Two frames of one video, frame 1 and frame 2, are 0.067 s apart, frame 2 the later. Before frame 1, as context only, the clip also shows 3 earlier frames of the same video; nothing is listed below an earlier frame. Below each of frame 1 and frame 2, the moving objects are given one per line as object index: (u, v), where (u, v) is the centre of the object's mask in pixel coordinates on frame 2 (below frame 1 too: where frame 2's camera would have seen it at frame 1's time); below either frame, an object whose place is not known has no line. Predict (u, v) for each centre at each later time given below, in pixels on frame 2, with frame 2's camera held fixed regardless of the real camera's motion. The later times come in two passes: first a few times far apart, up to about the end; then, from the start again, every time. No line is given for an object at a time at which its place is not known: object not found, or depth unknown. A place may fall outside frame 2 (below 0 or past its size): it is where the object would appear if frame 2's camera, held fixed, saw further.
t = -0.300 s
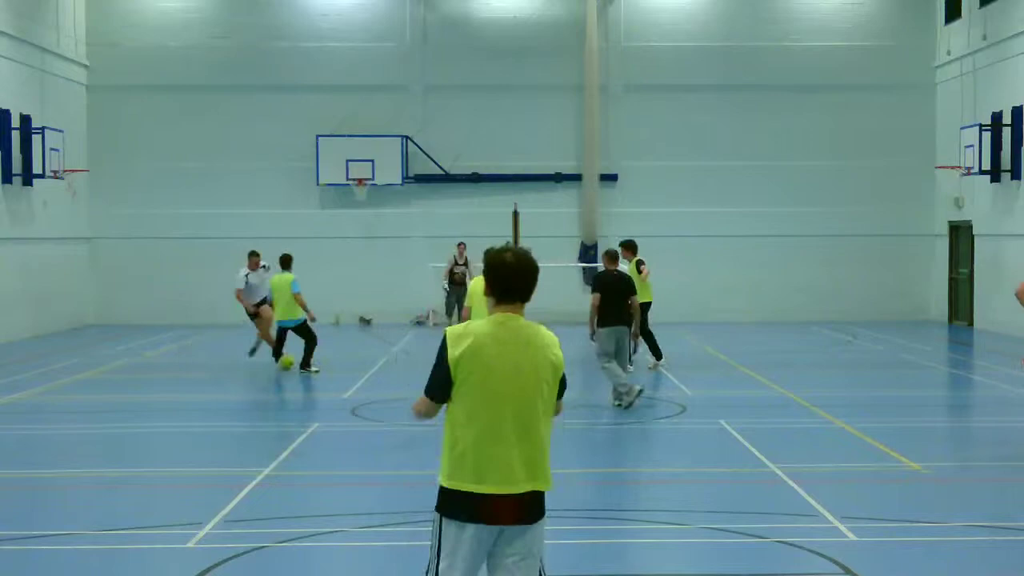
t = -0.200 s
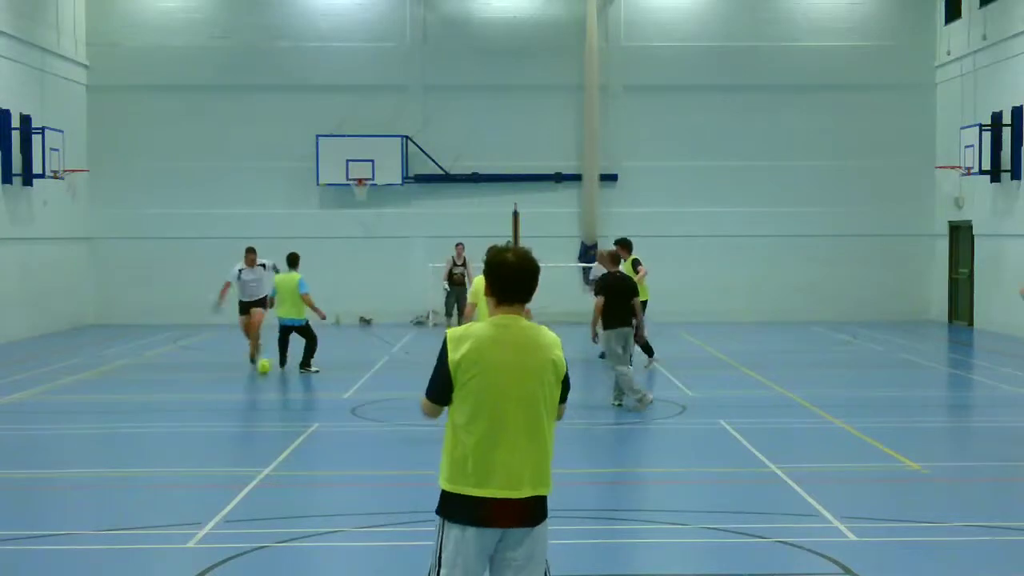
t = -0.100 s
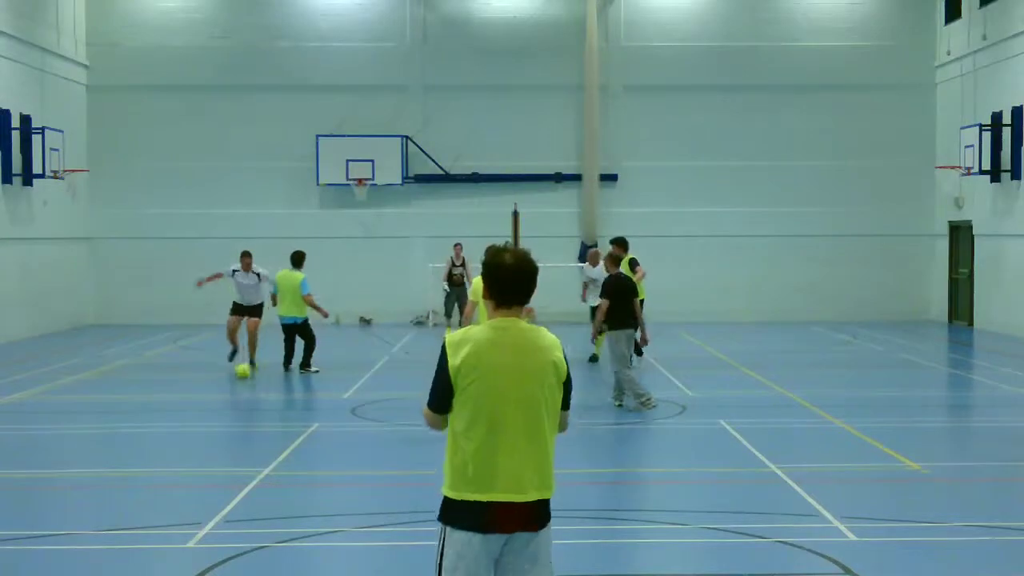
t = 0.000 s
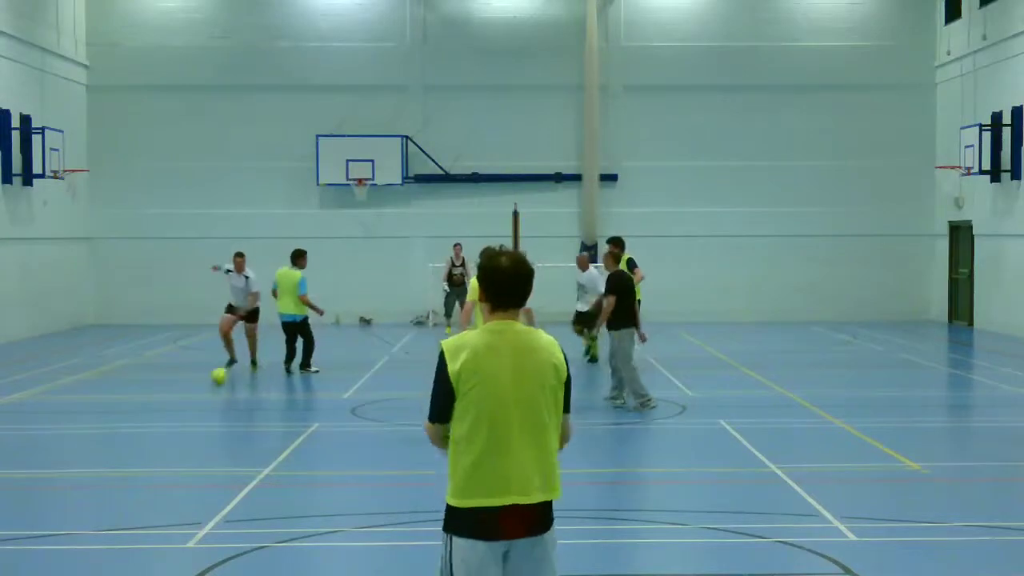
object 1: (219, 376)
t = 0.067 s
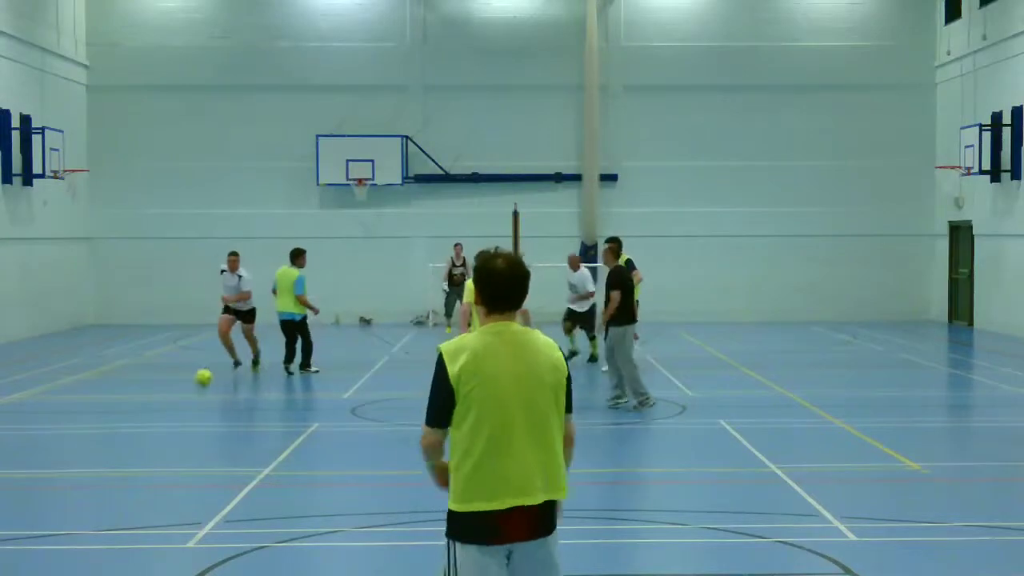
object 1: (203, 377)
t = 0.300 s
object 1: (144, 388)
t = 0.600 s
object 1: (60, 403)
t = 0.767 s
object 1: (8, 410)
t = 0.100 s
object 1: (195, 378)
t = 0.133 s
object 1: (187, 382)
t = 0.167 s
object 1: (179, 383)
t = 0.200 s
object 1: (171, 383)
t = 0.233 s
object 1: (162, 384)
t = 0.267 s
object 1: (153, 388)
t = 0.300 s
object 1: (144, 388)
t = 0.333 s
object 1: (136, 388)
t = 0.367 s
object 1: (125, 390)
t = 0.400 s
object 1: (117, 393)
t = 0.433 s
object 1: (108, 395)
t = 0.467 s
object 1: (98, 395)
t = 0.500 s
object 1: (88, 396)
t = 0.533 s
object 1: (79, 398)
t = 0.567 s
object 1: (69, 402)
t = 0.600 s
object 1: (60, 403)
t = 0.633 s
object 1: (49, 403)
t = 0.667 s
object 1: (39, 405)
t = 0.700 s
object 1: (29, 408)
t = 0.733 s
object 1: (17, 408)
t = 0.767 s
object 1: (8, 410)
